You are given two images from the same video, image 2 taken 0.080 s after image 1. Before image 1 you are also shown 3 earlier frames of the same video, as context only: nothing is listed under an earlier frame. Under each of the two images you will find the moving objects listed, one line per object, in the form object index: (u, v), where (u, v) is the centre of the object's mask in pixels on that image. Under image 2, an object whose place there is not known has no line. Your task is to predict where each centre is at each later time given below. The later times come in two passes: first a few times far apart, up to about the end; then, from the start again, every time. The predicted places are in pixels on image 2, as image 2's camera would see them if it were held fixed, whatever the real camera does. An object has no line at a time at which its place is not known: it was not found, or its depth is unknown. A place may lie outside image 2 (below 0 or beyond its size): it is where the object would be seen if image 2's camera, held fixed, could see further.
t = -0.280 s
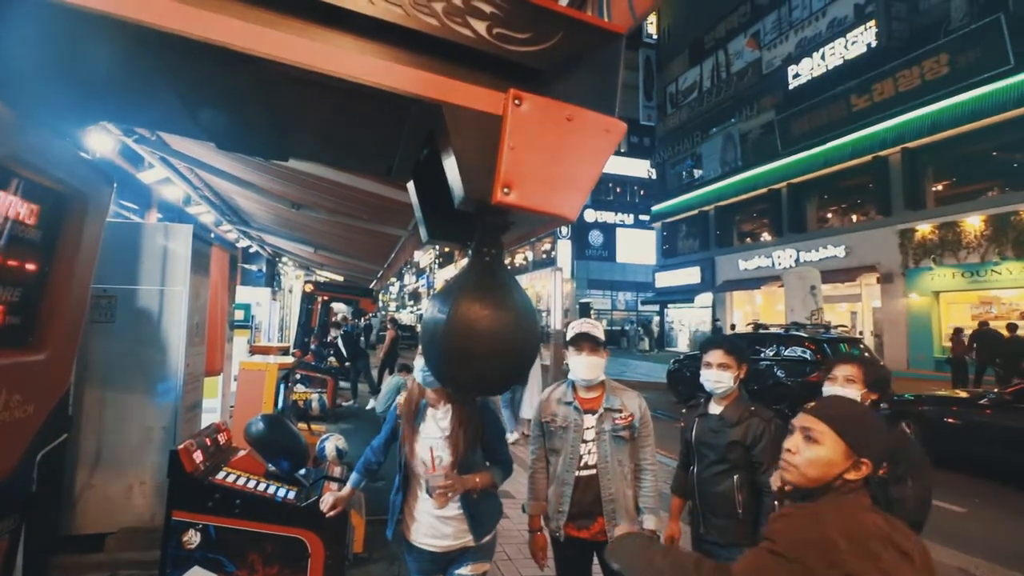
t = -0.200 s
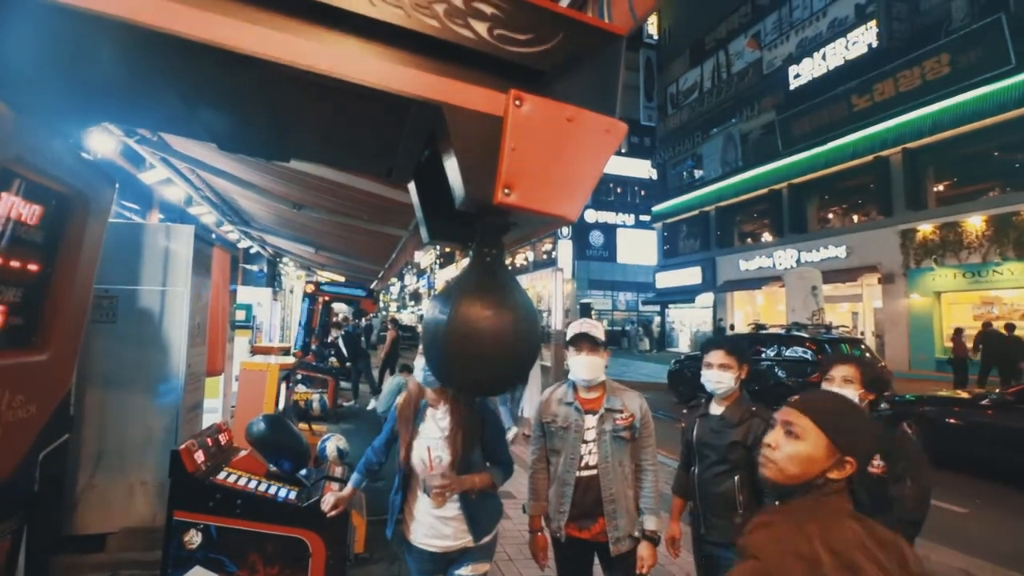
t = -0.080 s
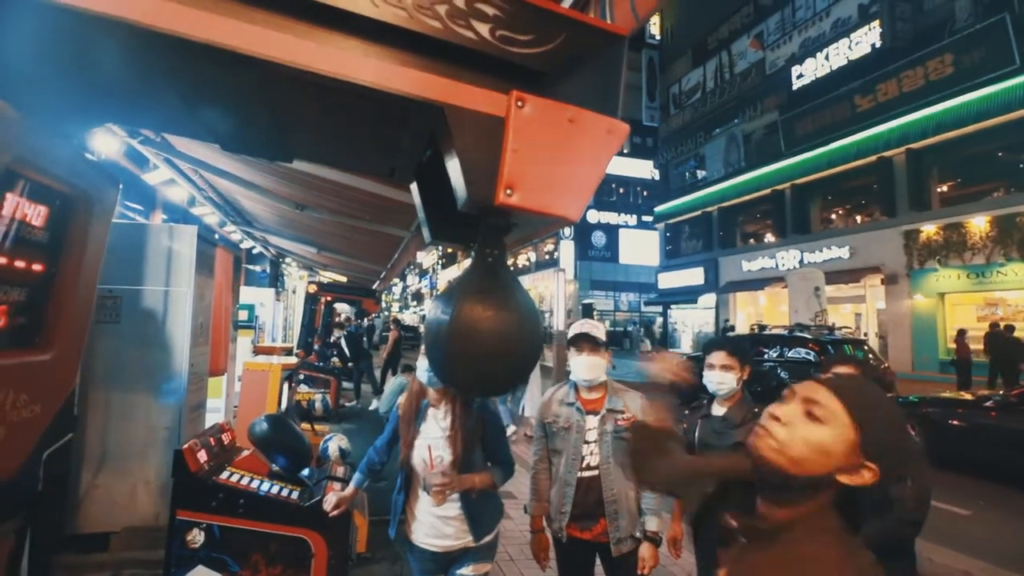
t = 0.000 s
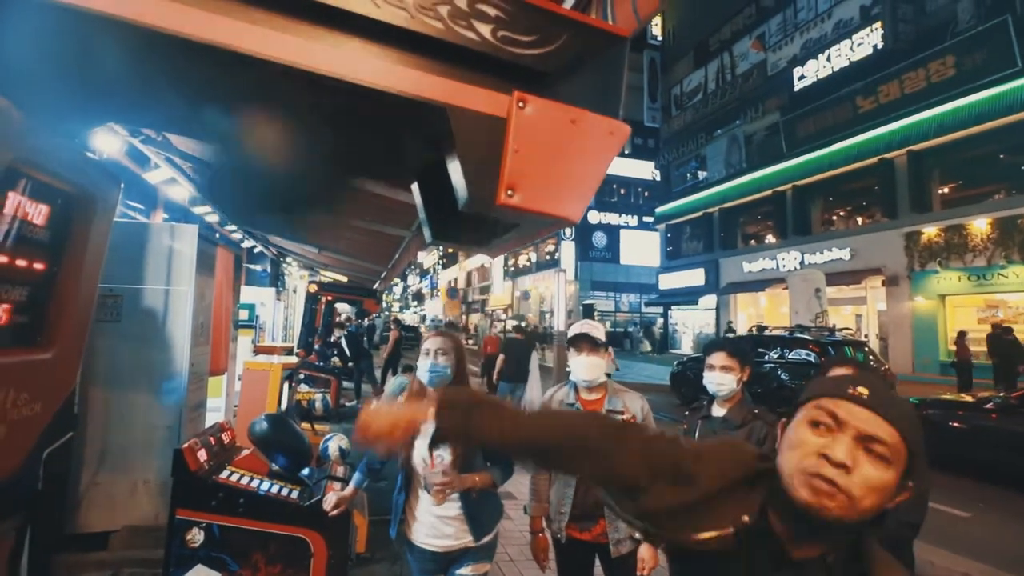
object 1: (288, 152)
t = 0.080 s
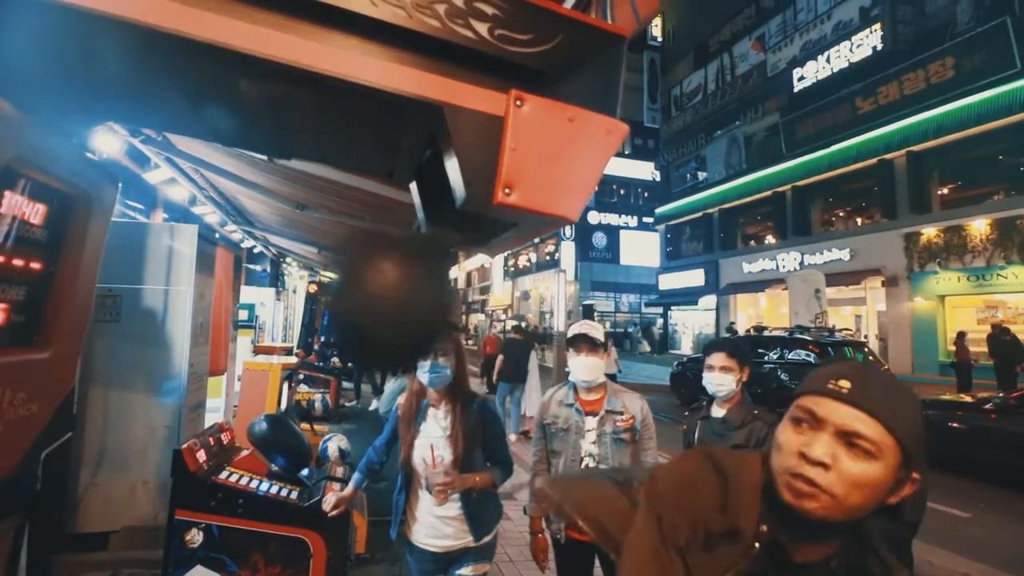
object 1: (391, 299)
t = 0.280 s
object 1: (552, 307)
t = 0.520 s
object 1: (303, 179)
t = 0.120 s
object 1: (487, 338)
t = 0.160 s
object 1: (548, 310)
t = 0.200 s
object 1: (569, 264)
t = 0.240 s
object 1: (569, 270)
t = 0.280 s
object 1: (552, 307)
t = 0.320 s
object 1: (506, 335)
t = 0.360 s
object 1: (448, 321)
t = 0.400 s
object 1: (395, 278)
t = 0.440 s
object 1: (350, 230)
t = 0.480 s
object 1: (314, 183)
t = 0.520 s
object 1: (303, 179)
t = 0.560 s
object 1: (327, 207)
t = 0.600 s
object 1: (351, 238)
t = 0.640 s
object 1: (387, 268)
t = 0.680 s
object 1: (430, 299)
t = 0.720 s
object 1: (480, 315)
